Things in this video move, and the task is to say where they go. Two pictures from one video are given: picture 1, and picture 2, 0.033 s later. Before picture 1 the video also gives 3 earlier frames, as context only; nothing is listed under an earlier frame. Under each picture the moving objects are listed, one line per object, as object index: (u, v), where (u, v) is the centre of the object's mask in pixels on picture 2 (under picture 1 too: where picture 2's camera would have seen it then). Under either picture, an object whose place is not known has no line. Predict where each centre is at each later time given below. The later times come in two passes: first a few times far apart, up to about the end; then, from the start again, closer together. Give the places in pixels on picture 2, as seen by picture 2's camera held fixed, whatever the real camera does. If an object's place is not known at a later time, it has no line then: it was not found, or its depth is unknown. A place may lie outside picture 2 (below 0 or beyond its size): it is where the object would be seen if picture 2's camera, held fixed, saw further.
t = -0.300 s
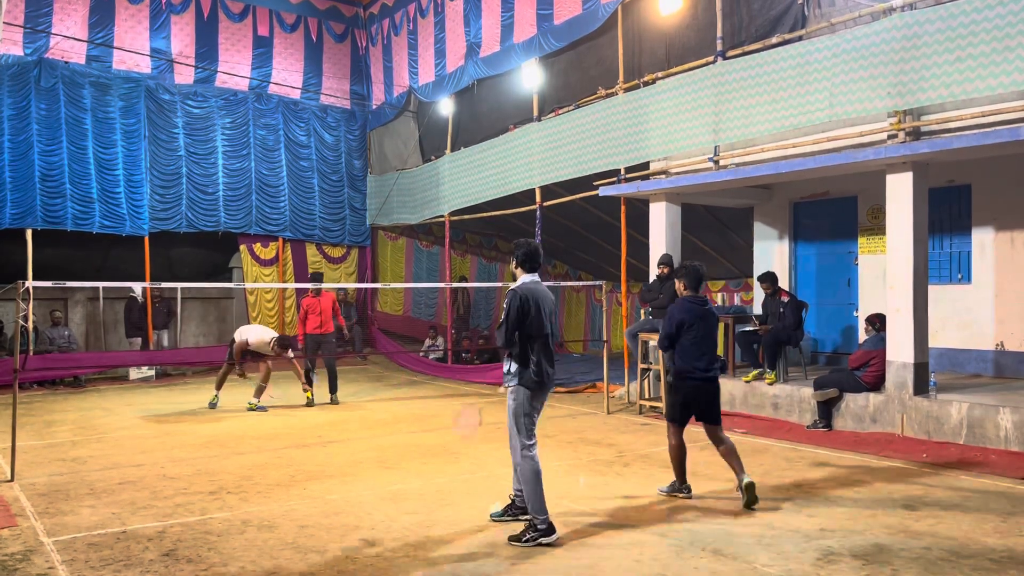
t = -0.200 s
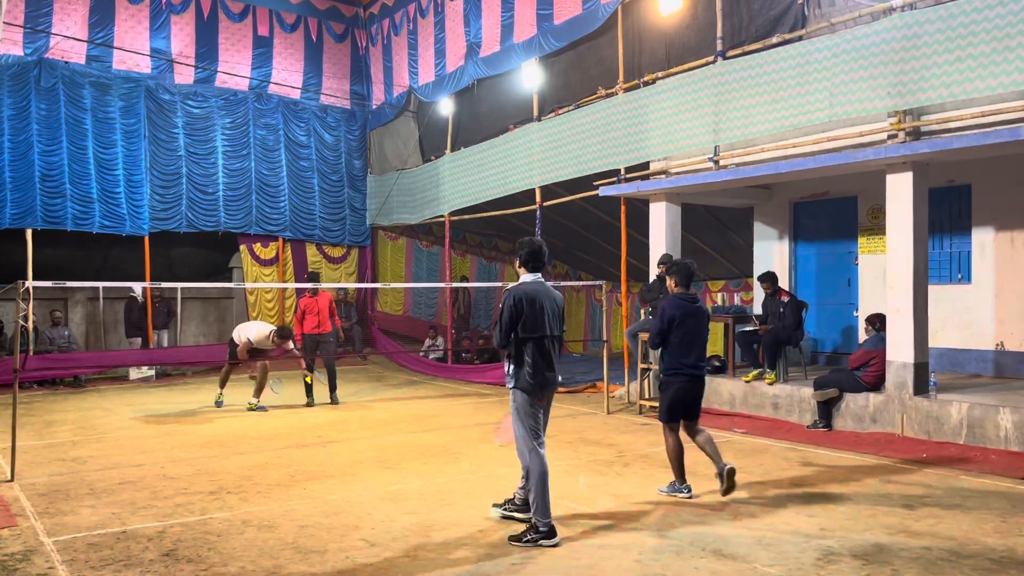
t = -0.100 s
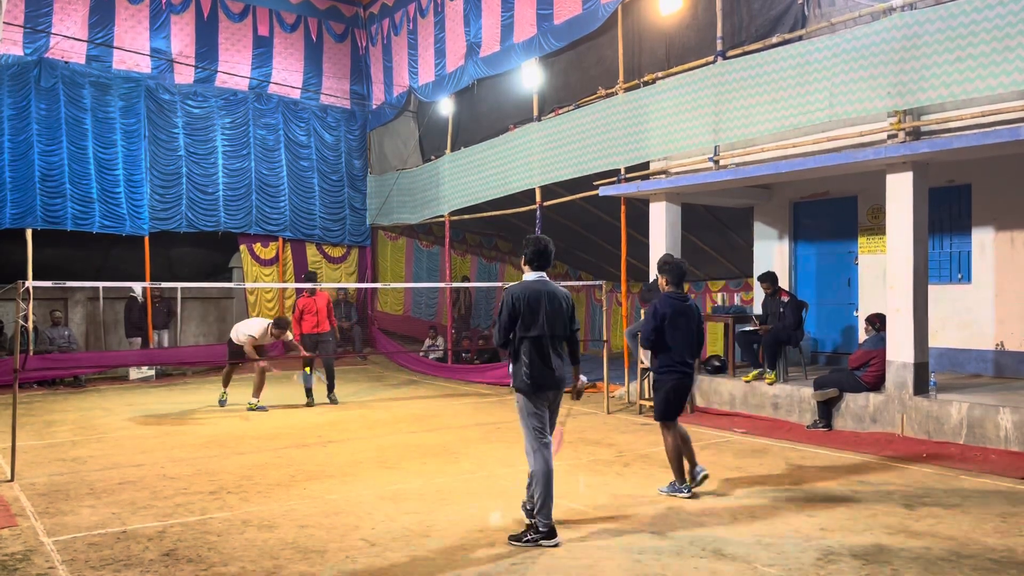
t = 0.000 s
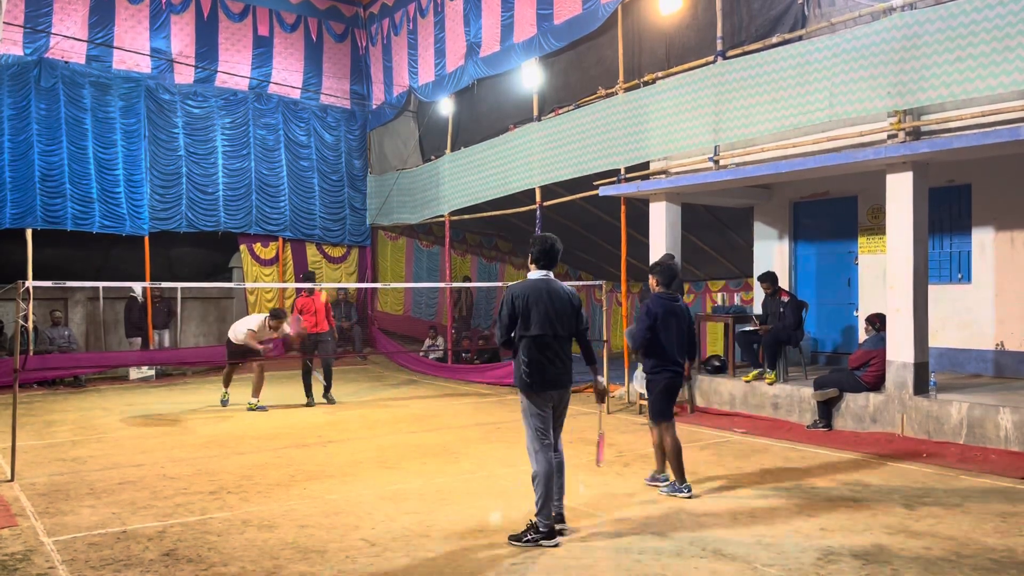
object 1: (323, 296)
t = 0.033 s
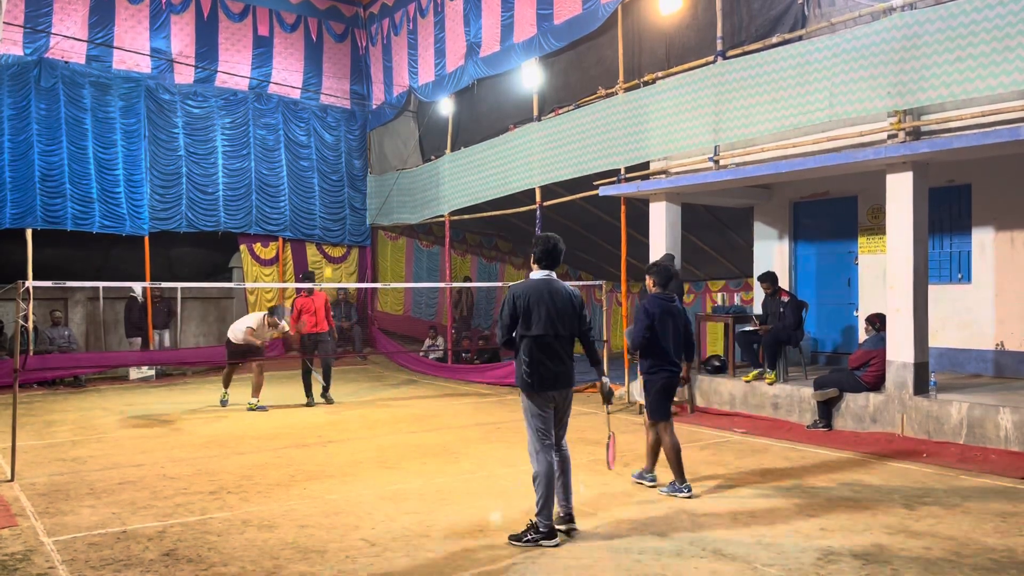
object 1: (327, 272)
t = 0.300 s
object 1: (359, 147)
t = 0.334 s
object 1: (362, 137)
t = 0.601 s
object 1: (391, 98)
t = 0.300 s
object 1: (359, 147)
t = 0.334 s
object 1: (362, 137)
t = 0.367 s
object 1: (366, 128)
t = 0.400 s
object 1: (370, 120)
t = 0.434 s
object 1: (373, 114)
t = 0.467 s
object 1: (377, 108)
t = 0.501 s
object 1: (380, 105)
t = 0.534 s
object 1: (384, 101)
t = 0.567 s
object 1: (388, 99)
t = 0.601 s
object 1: (391, 98)
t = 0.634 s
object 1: (394, 98)
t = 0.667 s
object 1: (398, 99)
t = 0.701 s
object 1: (401, 101)
